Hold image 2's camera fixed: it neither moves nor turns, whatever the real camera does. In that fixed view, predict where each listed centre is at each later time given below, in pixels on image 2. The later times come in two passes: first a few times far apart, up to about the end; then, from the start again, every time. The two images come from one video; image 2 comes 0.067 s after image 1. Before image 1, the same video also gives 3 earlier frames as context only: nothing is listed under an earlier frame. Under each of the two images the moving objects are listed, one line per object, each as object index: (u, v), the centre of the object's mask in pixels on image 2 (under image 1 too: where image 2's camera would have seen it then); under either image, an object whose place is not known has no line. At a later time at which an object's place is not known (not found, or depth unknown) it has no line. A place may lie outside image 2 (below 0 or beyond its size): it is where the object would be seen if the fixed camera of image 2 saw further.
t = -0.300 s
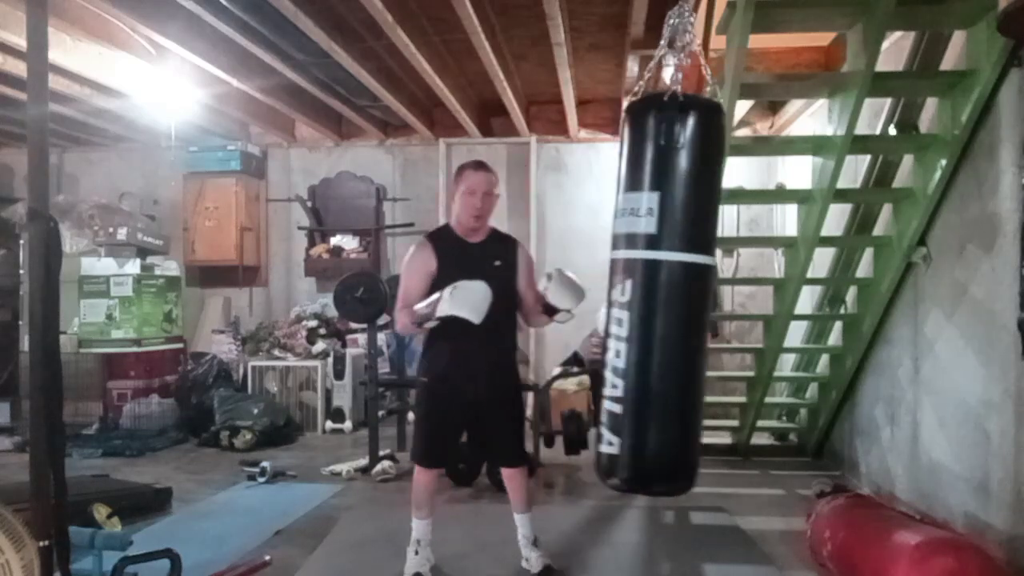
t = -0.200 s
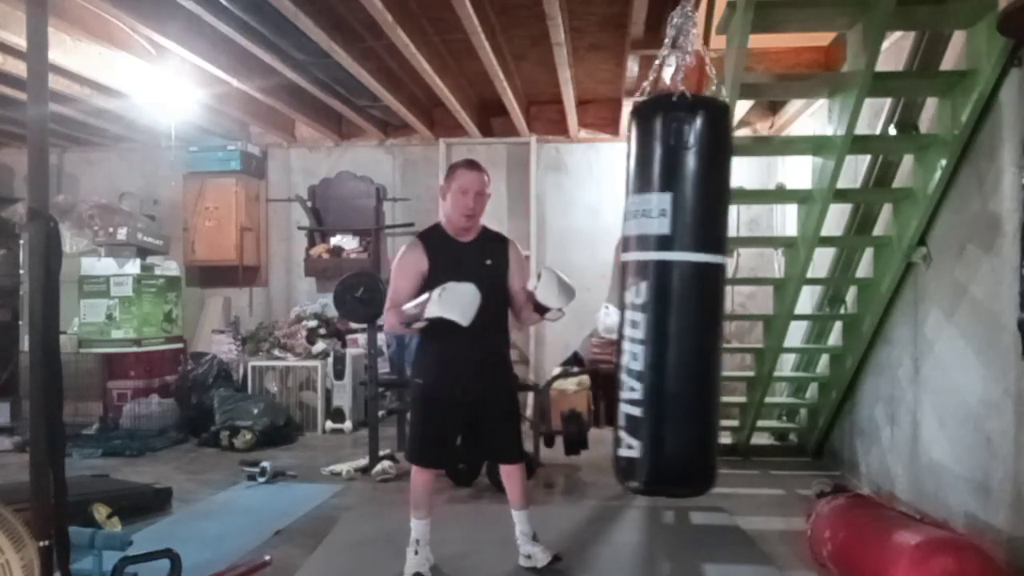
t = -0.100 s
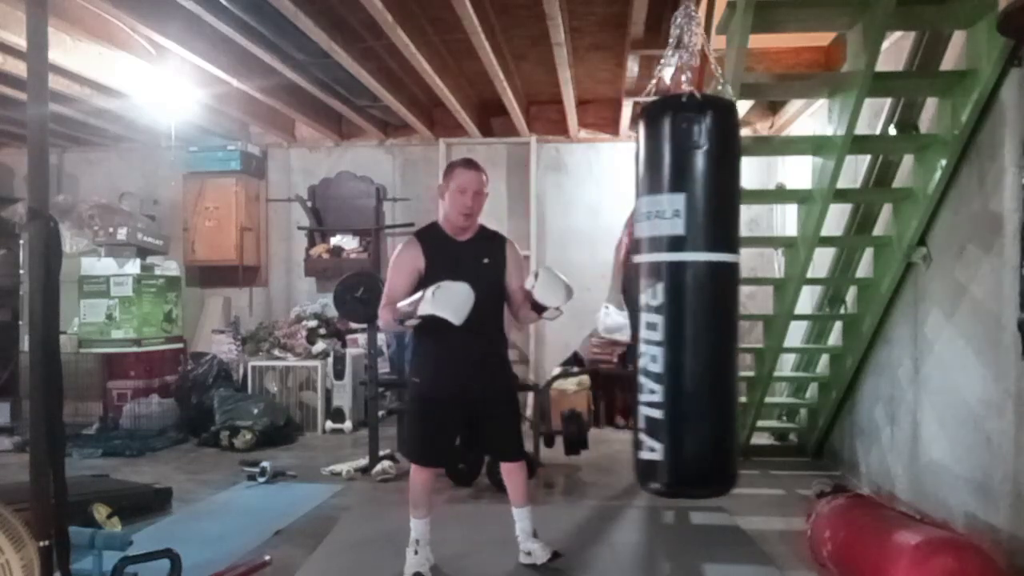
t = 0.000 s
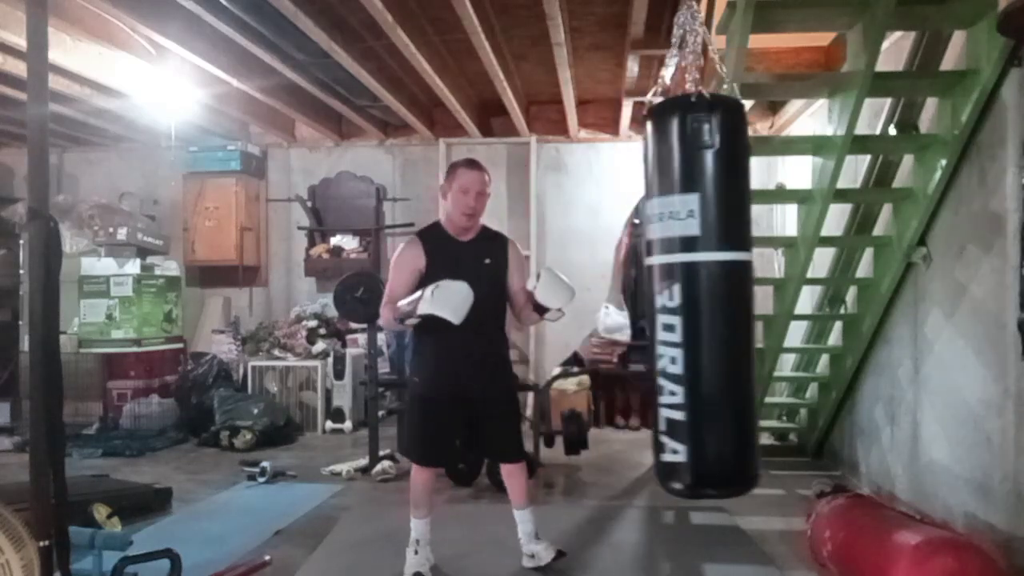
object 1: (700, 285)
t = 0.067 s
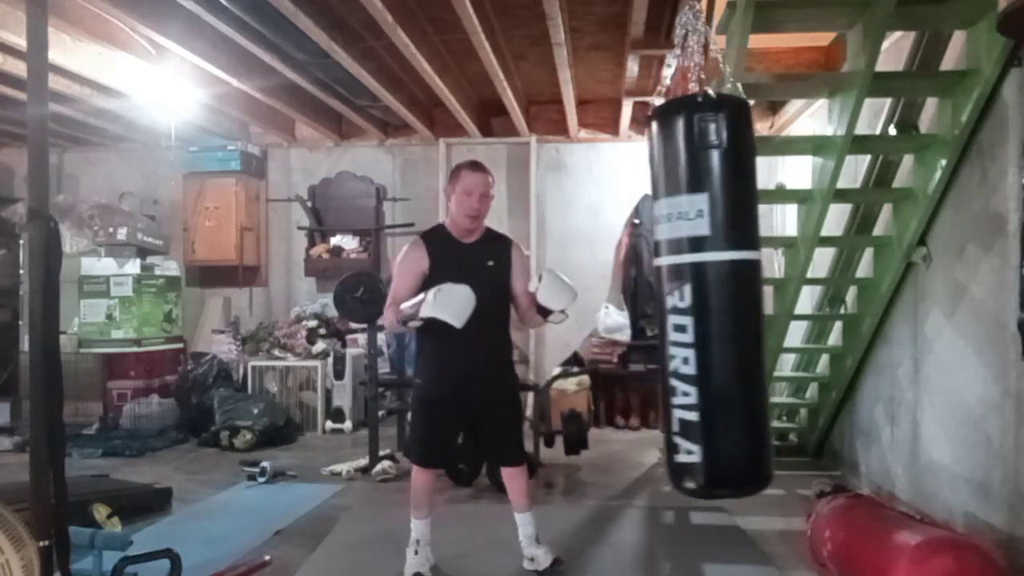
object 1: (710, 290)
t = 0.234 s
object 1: (728, 294)
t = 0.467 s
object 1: (736, 276)
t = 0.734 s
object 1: (722, 278)
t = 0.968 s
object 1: (696, 281)
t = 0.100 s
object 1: (713, 293)
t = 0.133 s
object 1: (717, 292)
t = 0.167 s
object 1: (721, 291)
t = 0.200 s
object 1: (724, 291)
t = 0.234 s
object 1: (728, 294)
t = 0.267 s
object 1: (729, 282)
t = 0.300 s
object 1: (731, 280)
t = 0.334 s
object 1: (733, 280)
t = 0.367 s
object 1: (734, 278)
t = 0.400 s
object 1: (735, 277)
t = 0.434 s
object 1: (736, 277)
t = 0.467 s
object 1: (736, 276)
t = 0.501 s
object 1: (736, 276)
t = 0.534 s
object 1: (735, 276)
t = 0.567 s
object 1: (734, 276)
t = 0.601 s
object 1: (732, 276)
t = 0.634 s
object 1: (730, 276)
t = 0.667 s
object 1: (728, 277)
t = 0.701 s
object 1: (725, 278)
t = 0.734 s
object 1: (722, 278)
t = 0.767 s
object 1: (719, 278)
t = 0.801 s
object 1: (716, 277)
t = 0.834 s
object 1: (712, 278)
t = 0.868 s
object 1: (708, 279)
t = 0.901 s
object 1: (705, 277)
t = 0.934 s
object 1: (700, 279)
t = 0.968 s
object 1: (696, 281)
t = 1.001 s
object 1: (692, 280)
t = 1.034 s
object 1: (688, 285)
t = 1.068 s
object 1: (683, 279)
